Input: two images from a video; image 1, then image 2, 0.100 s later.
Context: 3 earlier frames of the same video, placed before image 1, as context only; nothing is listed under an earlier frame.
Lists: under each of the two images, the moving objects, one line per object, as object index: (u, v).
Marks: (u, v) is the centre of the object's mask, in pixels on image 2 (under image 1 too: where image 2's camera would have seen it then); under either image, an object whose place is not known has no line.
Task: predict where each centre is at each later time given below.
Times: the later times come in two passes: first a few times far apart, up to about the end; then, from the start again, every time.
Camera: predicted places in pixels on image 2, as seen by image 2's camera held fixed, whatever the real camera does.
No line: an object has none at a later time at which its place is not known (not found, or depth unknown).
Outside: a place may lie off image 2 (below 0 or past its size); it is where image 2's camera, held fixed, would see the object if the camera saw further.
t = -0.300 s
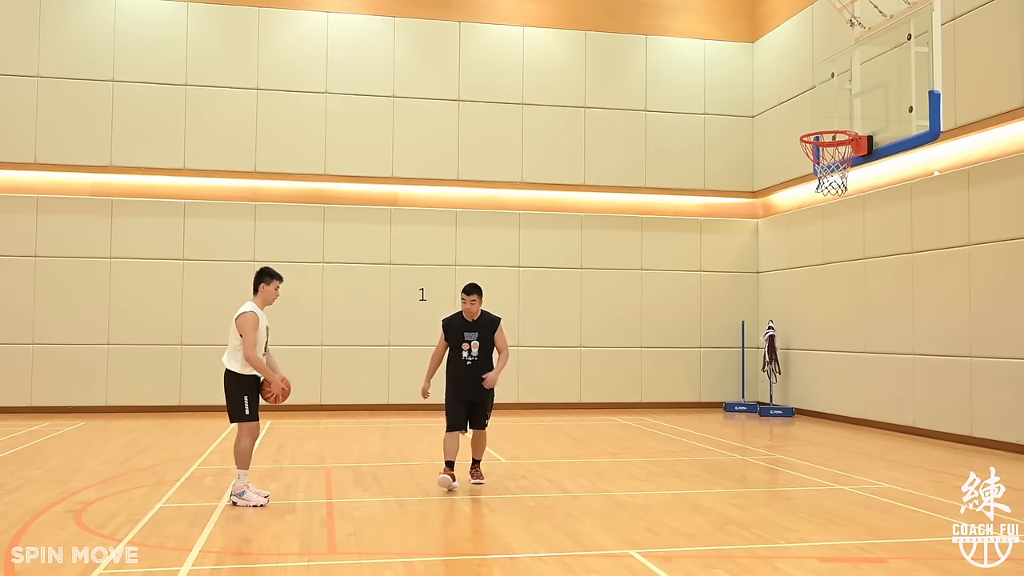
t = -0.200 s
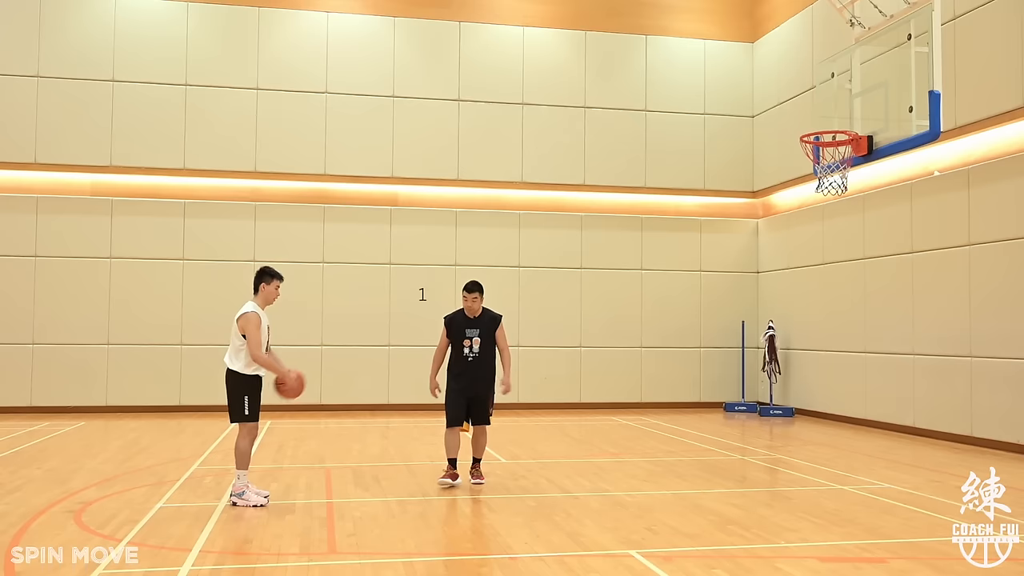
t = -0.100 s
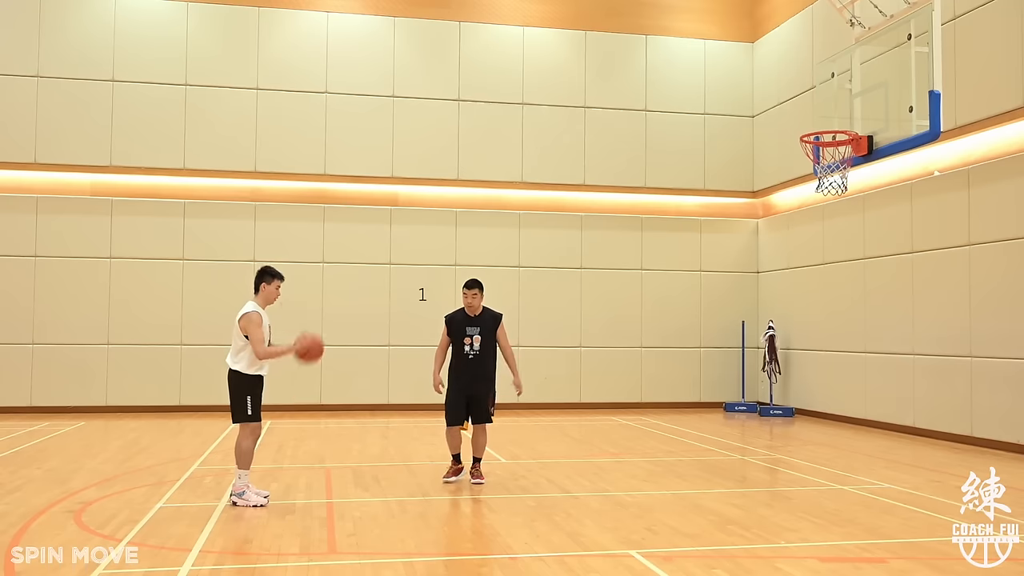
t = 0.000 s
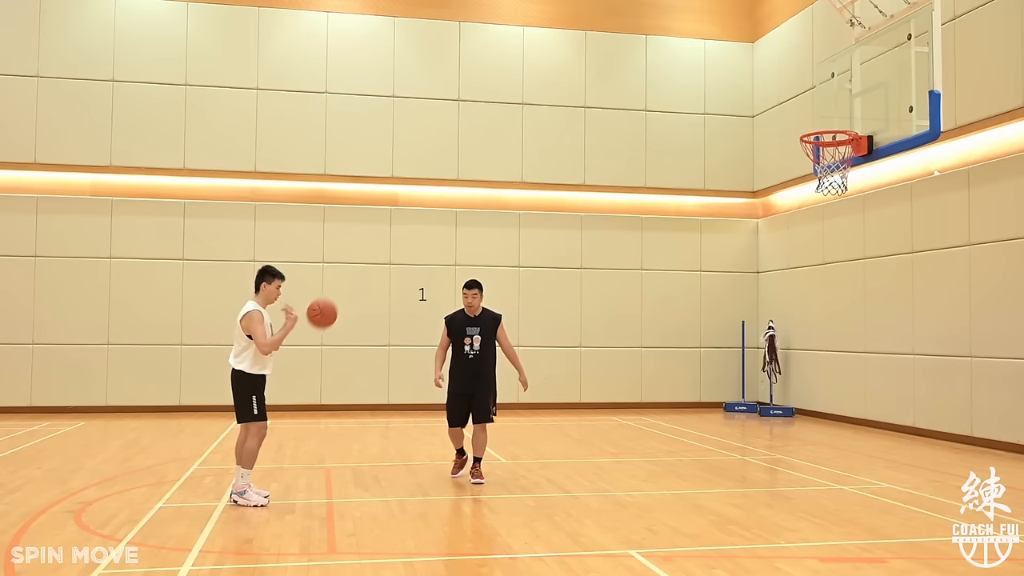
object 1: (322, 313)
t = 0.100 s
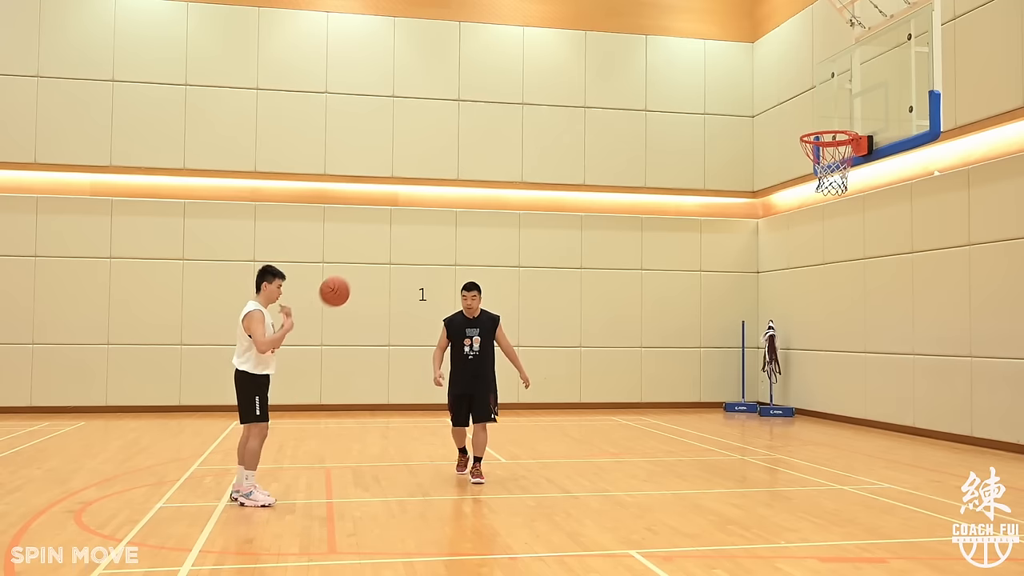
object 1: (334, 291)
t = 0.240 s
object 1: (352, 281)
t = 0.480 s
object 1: (381, 318)
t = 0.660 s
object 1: (402, 393)
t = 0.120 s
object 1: (337, 288)
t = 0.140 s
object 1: (340, 286)
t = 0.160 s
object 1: (342, 284)
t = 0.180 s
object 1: (345, 282)
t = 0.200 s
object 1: (347, 281)
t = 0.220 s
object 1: (349, 281)
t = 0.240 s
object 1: (352, 281)
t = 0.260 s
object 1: (354, 281)
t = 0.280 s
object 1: (357, 282)
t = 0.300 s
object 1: (359, 284)
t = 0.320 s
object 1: (362, 285)
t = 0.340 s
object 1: (364, 288)
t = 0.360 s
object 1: (366, 290)
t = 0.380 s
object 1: (369, 294)
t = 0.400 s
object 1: (371, 298)
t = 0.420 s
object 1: (373, 302)
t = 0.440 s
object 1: (376, 307)
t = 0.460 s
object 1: (378, 312)
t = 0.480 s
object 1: (381, 318)
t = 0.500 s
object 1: (383, 324)
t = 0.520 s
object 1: (386, 331)
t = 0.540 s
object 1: (388, 338)
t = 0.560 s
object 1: (390, 346)
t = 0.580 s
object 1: (393, 355)
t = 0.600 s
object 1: (395, 363)
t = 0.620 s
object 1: (398, 373)
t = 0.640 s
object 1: (400, 382)
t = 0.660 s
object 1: (402, 393)
